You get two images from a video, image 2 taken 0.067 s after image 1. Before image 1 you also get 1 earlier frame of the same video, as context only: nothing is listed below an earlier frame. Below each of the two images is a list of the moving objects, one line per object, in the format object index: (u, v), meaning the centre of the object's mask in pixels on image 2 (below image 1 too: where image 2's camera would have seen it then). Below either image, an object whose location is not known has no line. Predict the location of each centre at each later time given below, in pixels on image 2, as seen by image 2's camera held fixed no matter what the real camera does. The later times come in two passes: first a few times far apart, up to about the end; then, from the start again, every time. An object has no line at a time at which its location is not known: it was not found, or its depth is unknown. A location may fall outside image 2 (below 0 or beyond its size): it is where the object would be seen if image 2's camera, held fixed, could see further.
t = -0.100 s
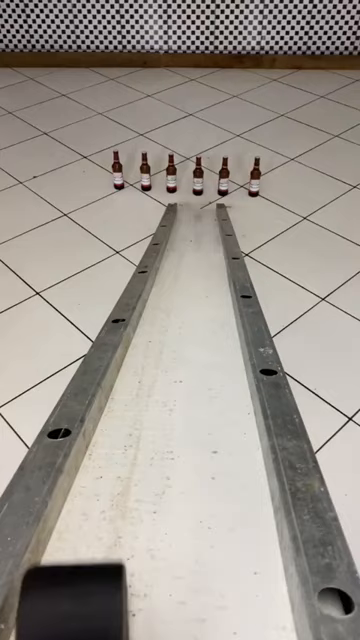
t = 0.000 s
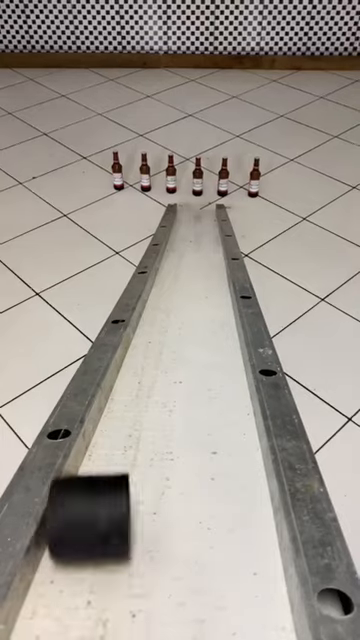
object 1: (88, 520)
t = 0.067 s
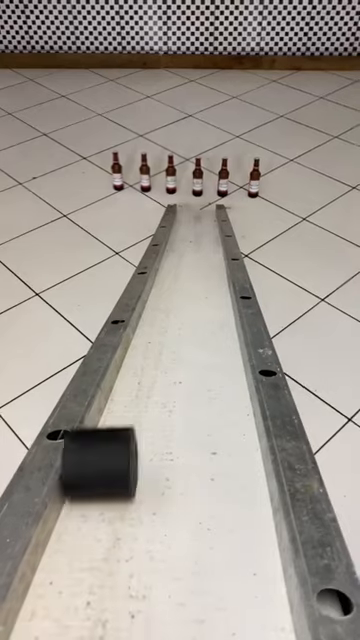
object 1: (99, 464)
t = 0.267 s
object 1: (138, 351)
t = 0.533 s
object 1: (167, 271)
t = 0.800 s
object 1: (180, 229)
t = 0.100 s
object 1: (107, 439)
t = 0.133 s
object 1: (115, 419)
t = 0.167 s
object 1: (122, 400)
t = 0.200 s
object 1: (128, 382)
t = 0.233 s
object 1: (133, 367)
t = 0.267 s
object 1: (138, 351)
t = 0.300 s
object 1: (144, 339)
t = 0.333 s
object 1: (147, 326)
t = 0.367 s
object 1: (151, 315)
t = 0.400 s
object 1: (154, 305)
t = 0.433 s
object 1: (157, 295)
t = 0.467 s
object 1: (160, 287)
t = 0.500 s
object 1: (163, 278)
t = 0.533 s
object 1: (167, 271)
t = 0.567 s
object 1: (168, 263)
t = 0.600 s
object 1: (170, 258)
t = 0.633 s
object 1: (171, 252)
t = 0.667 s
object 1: (172, 247)
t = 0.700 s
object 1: (174, 242)
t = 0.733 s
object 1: (176, 237)
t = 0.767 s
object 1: (178, 233)
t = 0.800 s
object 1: (180, 229)
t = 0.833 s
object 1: (182, 224)
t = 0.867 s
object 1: (184, 221)
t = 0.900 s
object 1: (186, 217)
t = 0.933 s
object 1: (188, 214)
